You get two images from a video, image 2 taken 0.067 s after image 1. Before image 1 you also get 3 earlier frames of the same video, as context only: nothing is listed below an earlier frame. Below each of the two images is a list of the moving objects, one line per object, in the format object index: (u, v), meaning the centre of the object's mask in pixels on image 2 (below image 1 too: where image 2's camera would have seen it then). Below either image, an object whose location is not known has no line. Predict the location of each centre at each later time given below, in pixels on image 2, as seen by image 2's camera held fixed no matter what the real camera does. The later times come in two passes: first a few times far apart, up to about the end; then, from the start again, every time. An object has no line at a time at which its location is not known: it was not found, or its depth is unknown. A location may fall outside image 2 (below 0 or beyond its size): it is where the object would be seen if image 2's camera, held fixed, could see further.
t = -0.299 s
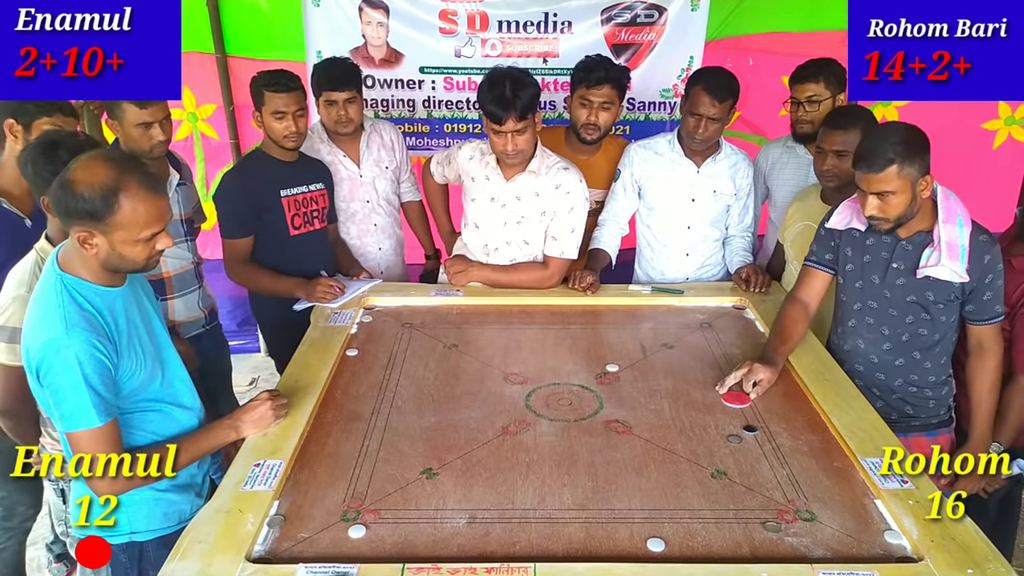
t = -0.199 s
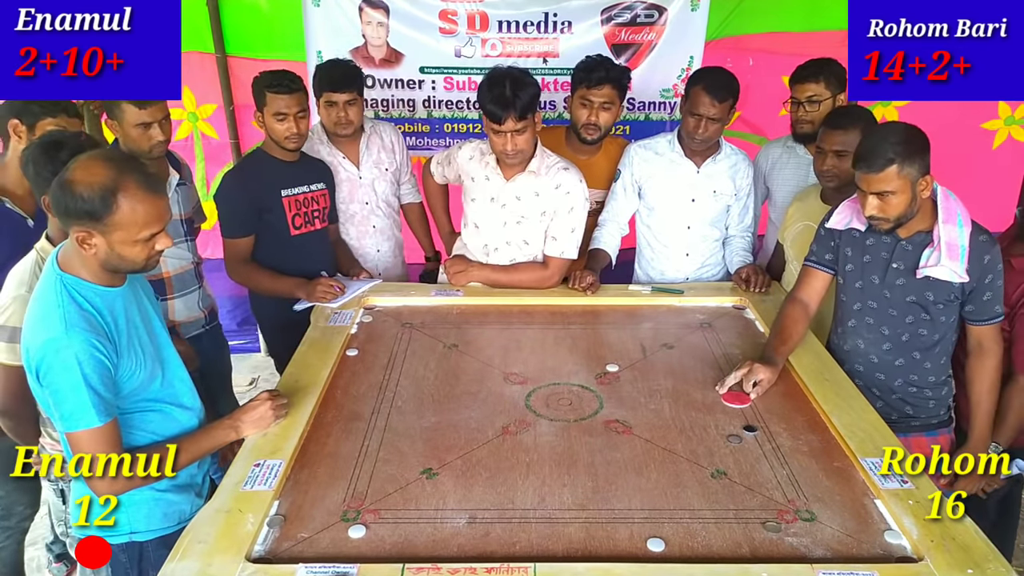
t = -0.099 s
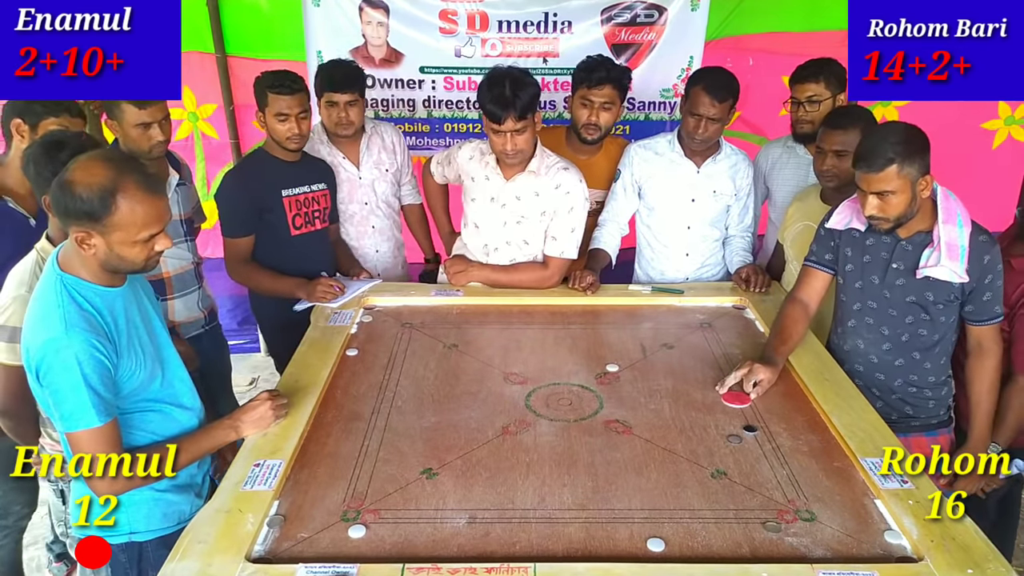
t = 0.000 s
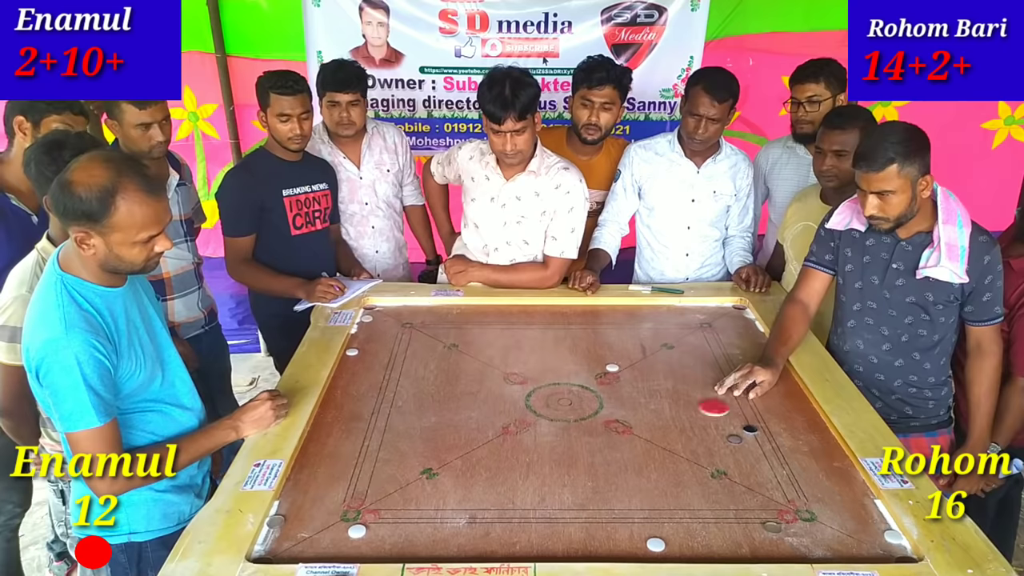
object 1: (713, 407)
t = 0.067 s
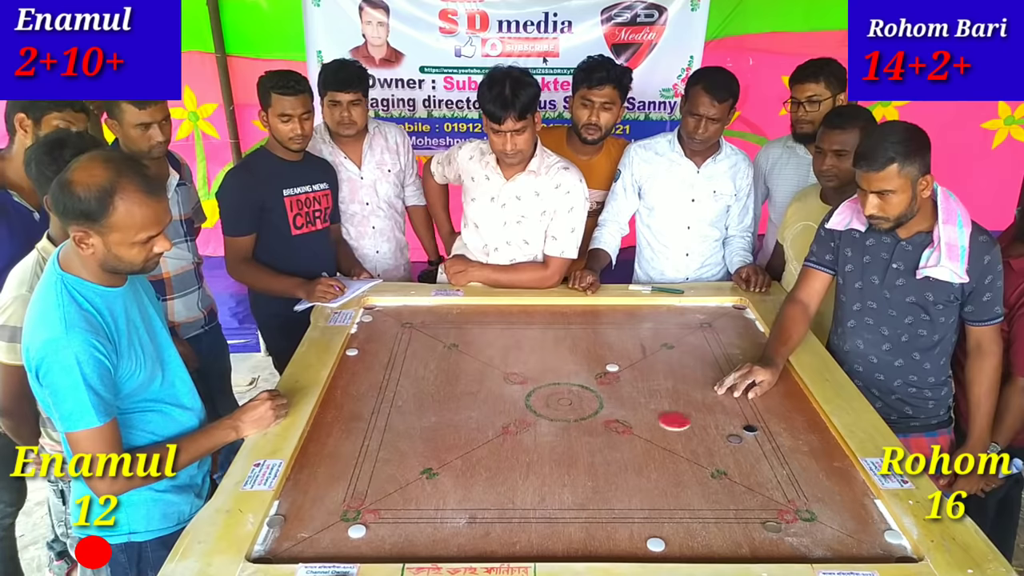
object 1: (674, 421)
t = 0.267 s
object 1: (555, 462)
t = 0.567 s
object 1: (383, 521)
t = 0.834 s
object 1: (306, 546)
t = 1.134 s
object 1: (300, 548)
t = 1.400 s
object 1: (300, 548)
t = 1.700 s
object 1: (300, 548)
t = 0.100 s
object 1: (654, 428)
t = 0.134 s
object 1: (635, 435)
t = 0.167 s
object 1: (615, 442)
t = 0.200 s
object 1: (595, 449)
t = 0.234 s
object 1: (575, 456)
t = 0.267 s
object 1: (555, 462)
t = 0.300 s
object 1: (536, 470)
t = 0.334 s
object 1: (516, 476)
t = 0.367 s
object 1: (497, 483)
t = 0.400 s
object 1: (477, 489)
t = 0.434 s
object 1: (458, 496)
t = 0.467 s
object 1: (439, 503)
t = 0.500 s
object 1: (420, 509)
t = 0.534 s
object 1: (402, 515)
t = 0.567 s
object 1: (383, 521)
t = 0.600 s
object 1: (370, 525)
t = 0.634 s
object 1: (359, 529)
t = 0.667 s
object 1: (347, 533)
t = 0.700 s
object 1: (337, 536)
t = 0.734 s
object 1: (327, 540)
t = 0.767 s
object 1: (317, 542)
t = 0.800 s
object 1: (309, 545)
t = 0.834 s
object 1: (306, 546)
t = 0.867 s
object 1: (303, 547)
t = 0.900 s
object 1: (302, 547)
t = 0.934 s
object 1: (301, 547)
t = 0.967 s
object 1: (301, 547)
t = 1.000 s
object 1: (300, 548)
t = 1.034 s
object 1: (300, 547)
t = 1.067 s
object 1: (300, 548)
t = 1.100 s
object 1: (300, 547)
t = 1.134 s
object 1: (300, 548)
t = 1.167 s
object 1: (300, 548)
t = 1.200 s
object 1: (300, 547)
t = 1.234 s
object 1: (300, 547)
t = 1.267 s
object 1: (300, 548)
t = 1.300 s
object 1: (300, 548)
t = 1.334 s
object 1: (300, 547)
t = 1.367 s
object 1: (300, 548)
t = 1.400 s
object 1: (300, 548)
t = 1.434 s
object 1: (300, 548)
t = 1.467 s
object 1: (300, 547)
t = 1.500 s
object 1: (300, 547)
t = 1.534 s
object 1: (300, 548)
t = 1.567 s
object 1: (300, 547)
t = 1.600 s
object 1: (300, 547)
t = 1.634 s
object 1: (300, 548)
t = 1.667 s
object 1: (300, 547)
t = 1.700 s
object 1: (300, 548)
